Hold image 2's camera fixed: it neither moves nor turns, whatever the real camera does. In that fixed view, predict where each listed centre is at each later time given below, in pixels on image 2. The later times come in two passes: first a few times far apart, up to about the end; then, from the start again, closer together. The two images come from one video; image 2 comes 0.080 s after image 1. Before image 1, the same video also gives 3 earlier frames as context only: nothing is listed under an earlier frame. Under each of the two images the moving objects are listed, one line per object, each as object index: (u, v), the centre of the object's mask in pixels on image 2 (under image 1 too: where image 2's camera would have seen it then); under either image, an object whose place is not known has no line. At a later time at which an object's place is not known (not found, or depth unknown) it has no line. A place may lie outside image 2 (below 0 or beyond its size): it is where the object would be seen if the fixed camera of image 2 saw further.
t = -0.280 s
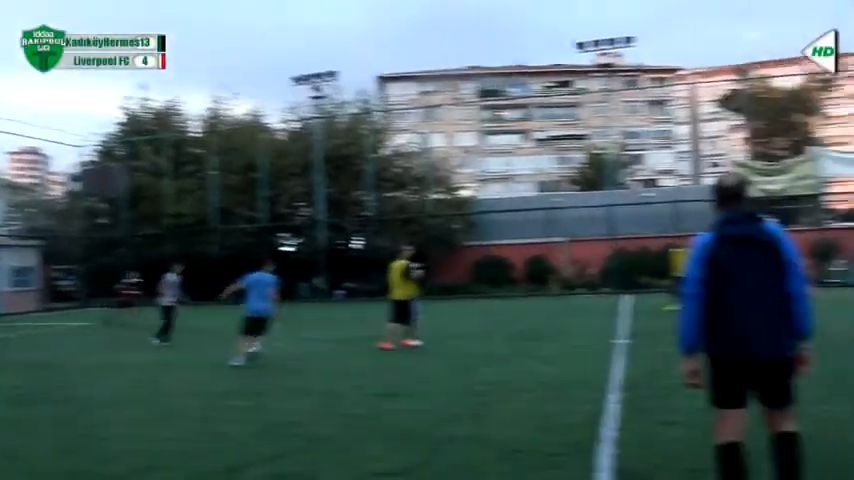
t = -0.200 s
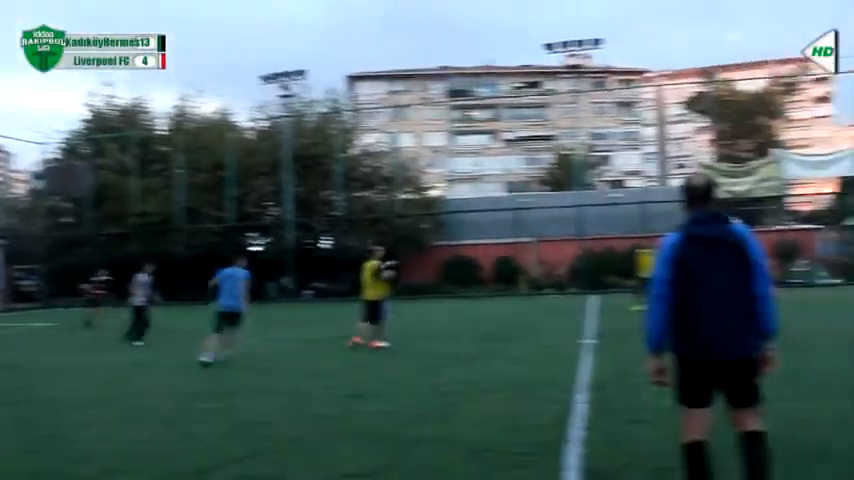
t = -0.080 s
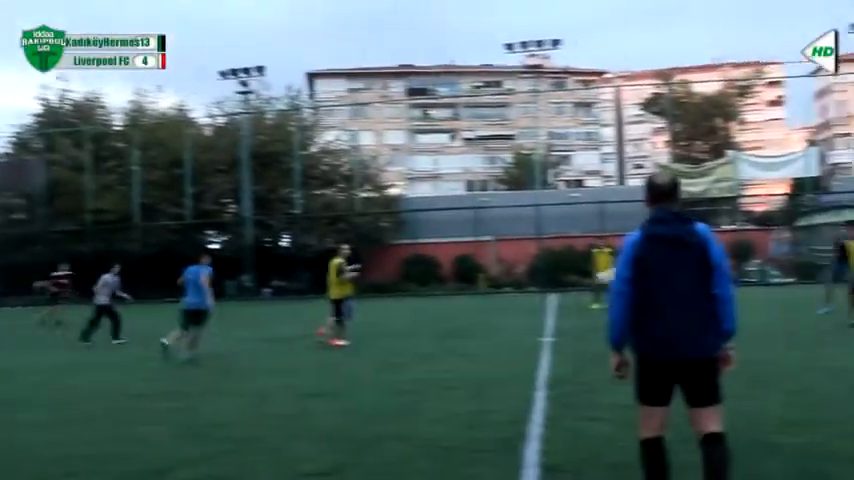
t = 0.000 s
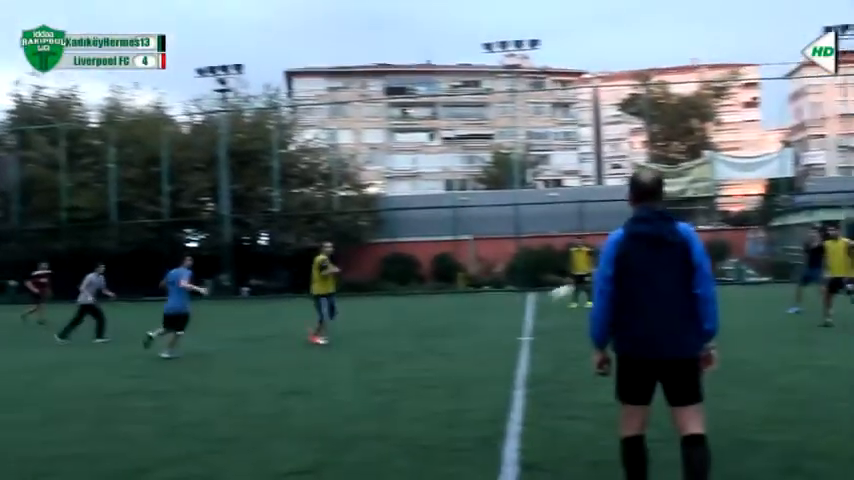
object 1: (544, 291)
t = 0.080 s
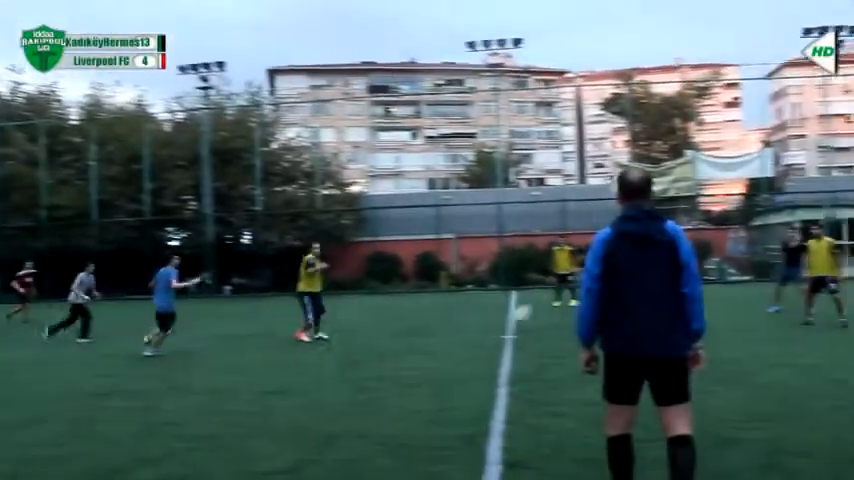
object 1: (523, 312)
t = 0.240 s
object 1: (471, 352)
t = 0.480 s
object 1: (440, 307)
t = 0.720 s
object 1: (403, 309)
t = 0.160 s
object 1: (492, 344)
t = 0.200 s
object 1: (479, 361)
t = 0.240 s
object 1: (471, 352)
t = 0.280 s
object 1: (466, 341)
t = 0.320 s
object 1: (461, 330)
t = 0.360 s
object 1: (456, 322)
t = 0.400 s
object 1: (451, 315)
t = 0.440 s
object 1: (446, 311)
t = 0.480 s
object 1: (440, 307)
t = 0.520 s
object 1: (434, 304)
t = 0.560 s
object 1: (429, 302)
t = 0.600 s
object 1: (423, 301)
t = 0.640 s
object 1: (417, 302)
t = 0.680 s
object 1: (410, 304)
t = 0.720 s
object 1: (403, 309)
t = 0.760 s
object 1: (398, 314)
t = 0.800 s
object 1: (391, 323)
